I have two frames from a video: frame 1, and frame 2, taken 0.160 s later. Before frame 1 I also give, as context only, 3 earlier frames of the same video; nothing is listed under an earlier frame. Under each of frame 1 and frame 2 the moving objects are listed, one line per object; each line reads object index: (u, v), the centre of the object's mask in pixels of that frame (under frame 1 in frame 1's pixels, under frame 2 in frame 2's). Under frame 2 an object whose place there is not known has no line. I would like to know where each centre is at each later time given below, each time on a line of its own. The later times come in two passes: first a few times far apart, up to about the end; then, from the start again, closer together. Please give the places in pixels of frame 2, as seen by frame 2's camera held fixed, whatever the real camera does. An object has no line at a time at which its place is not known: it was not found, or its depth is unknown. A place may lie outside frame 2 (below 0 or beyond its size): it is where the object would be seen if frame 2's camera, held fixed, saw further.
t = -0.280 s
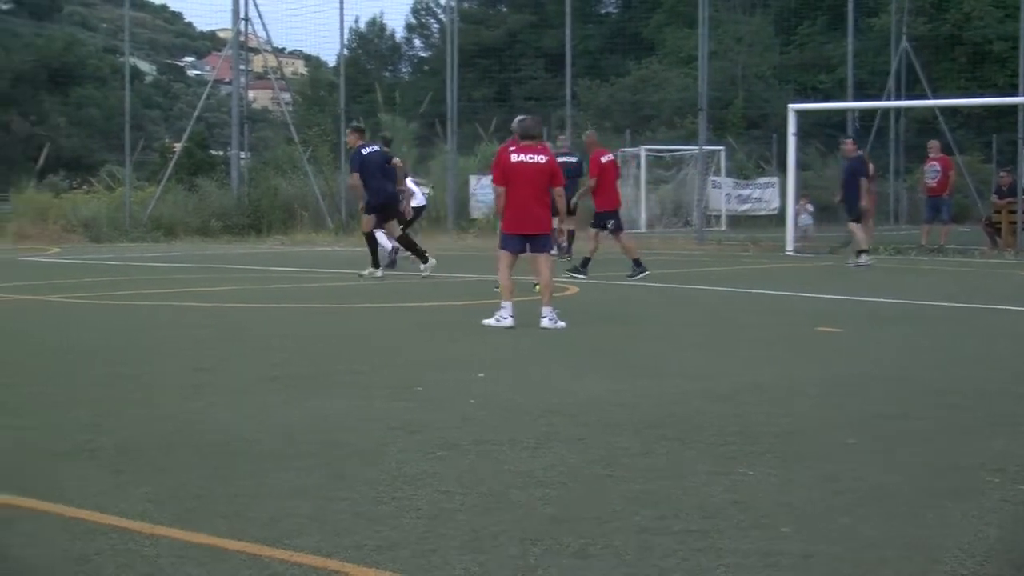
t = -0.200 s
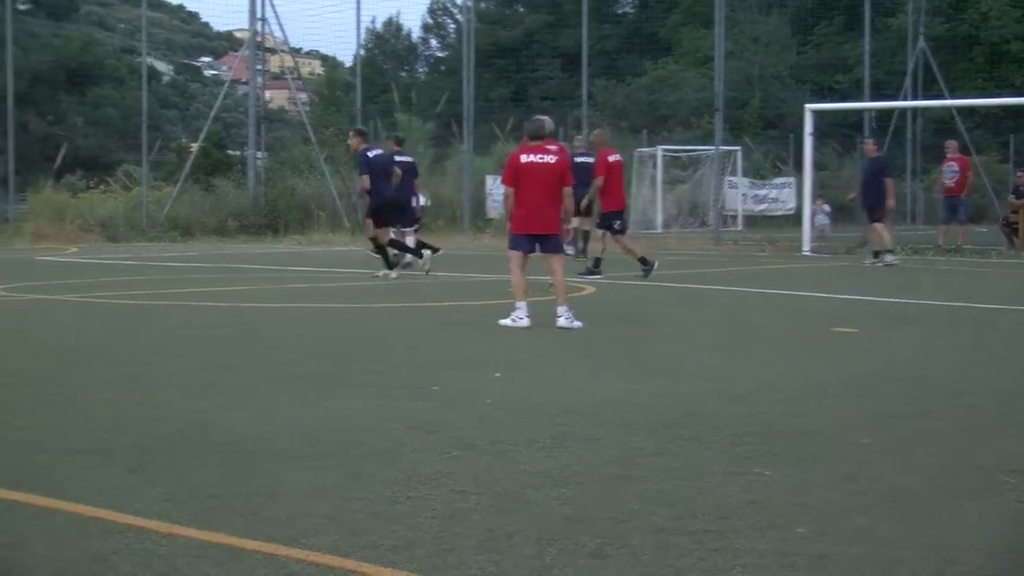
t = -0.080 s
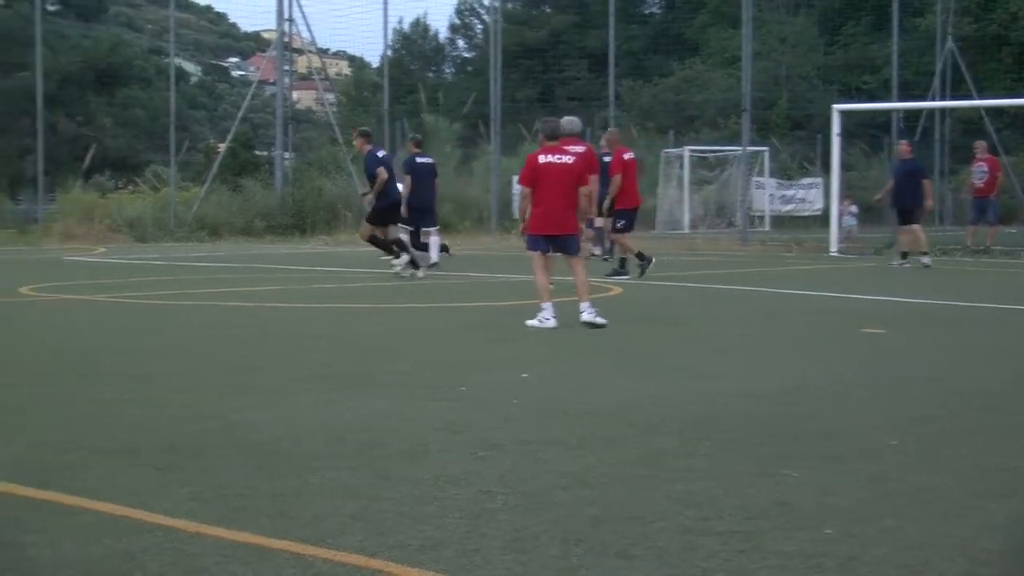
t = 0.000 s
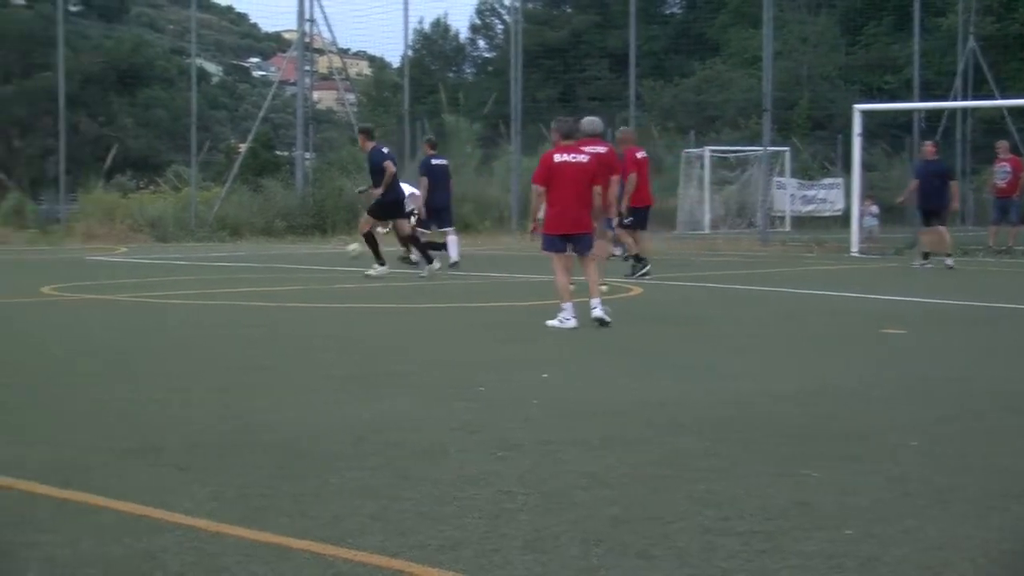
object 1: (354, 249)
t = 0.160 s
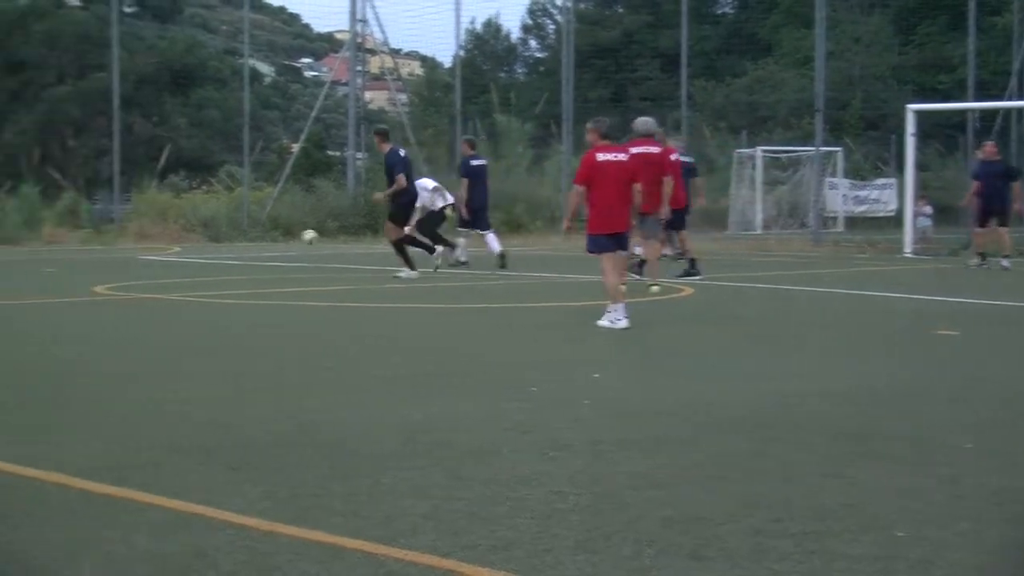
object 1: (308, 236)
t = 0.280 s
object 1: (236, 237)
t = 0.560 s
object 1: (79, 245)
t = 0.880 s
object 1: (-90, 260)
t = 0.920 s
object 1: (-111, 256)
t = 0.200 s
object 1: (285, 236)
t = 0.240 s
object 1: (261, 236)
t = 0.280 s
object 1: (236, 237)
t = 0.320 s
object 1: (213, 241)
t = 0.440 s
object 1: (138, 257)
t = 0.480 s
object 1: (119, 252)
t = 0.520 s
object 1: (99, 247)
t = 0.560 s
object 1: (79, 245)
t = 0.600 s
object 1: (58, 242)
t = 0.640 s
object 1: (38, 242)
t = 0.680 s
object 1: (17, 243)
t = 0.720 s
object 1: (-3, 245)
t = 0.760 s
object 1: (-24, 248)
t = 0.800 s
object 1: (-46, 253)
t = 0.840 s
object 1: (-68, 259)
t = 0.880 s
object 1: (-90, 260)
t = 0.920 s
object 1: (-111, 256)
